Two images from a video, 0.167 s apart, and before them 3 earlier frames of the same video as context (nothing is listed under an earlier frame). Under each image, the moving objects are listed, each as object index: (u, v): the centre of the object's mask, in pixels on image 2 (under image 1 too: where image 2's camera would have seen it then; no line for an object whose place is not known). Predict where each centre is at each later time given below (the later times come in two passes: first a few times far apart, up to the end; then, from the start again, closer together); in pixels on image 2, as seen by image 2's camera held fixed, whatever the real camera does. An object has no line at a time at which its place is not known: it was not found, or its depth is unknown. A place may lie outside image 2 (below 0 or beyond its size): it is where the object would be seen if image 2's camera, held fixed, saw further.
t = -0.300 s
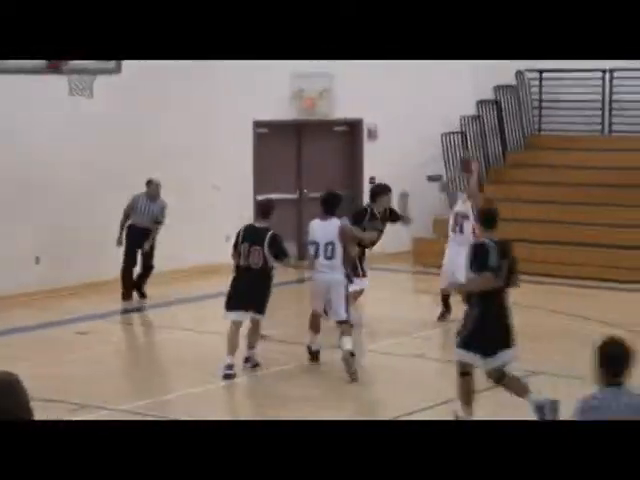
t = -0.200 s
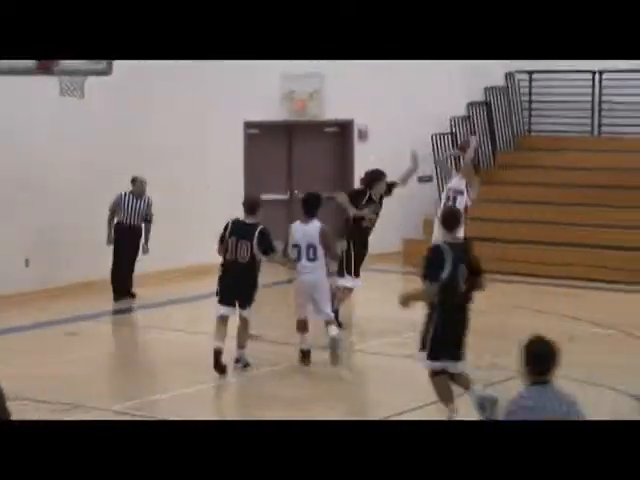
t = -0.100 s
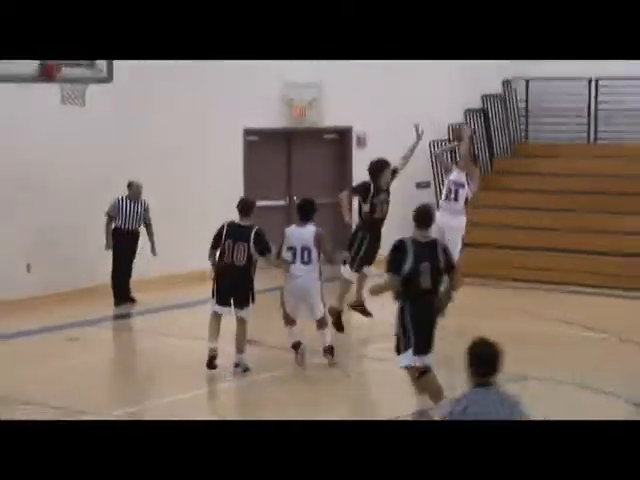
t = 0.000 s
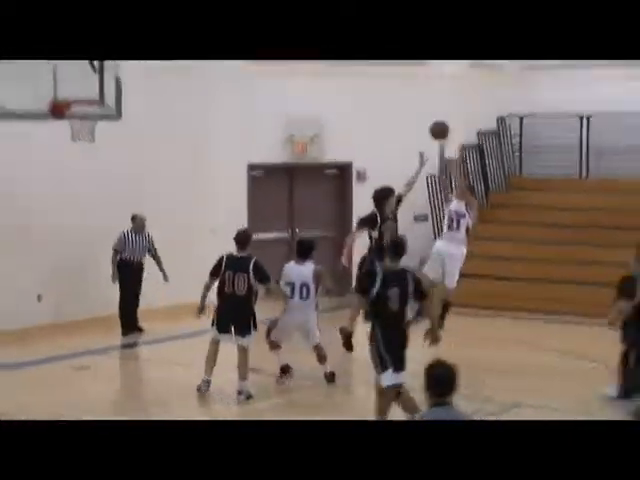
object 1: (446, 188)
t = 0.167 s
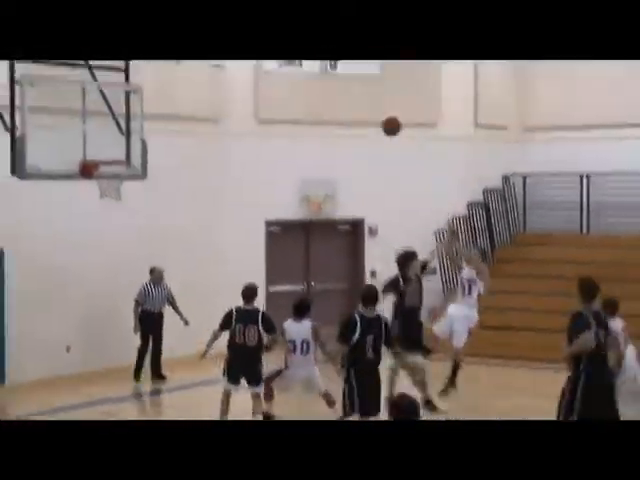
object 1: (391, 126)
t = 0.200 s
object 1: (380, 116)
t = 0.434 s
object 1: (298, 70)
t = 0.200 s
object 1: (380, 116)
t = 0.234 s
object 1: (369, 106)
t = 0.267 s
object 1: (357, 98)
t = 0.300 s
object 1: (345, 91)
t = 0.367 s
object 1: (322, 78)
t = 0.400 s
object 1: (310, 74)
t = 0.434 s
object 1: (298, 70)
